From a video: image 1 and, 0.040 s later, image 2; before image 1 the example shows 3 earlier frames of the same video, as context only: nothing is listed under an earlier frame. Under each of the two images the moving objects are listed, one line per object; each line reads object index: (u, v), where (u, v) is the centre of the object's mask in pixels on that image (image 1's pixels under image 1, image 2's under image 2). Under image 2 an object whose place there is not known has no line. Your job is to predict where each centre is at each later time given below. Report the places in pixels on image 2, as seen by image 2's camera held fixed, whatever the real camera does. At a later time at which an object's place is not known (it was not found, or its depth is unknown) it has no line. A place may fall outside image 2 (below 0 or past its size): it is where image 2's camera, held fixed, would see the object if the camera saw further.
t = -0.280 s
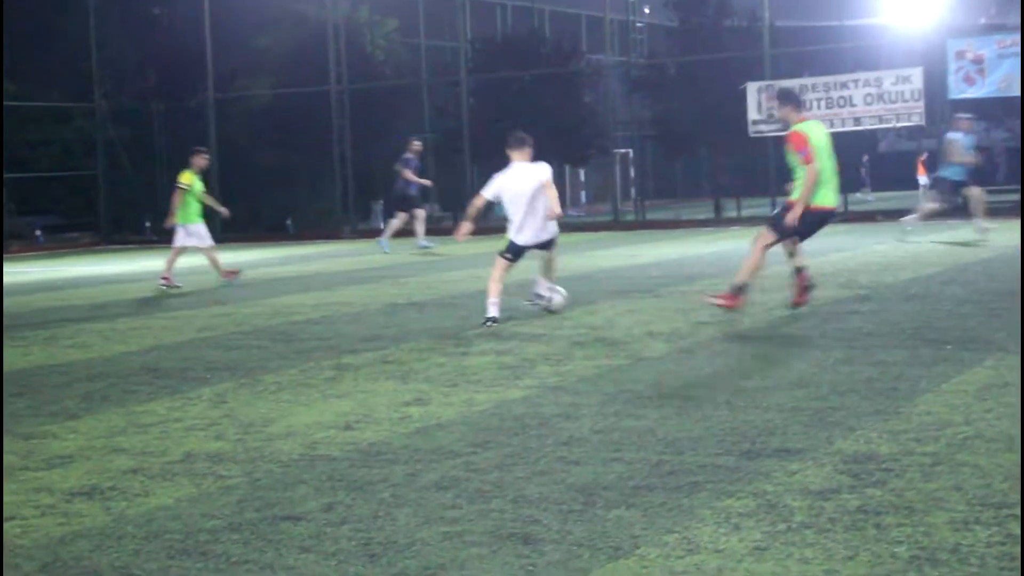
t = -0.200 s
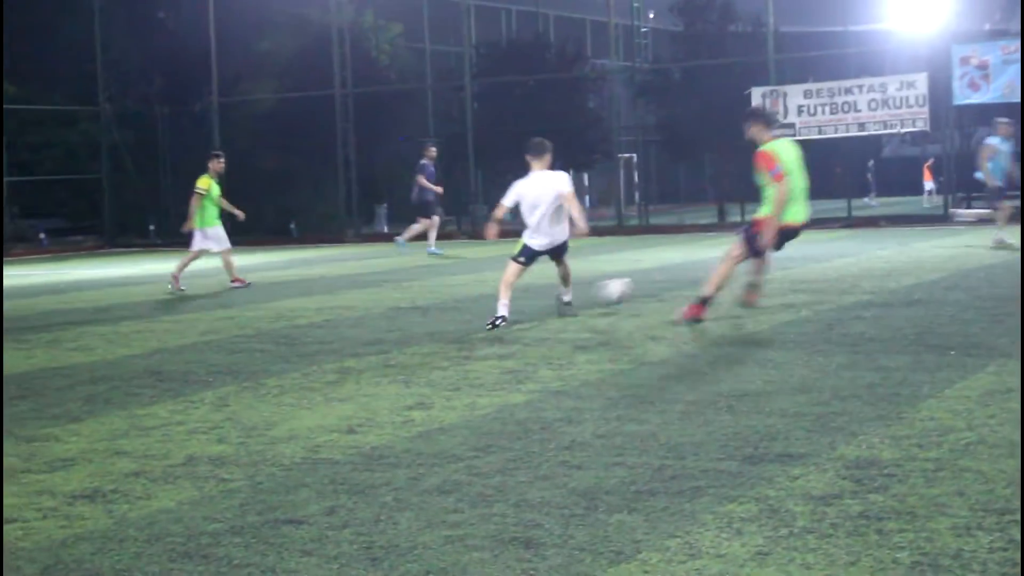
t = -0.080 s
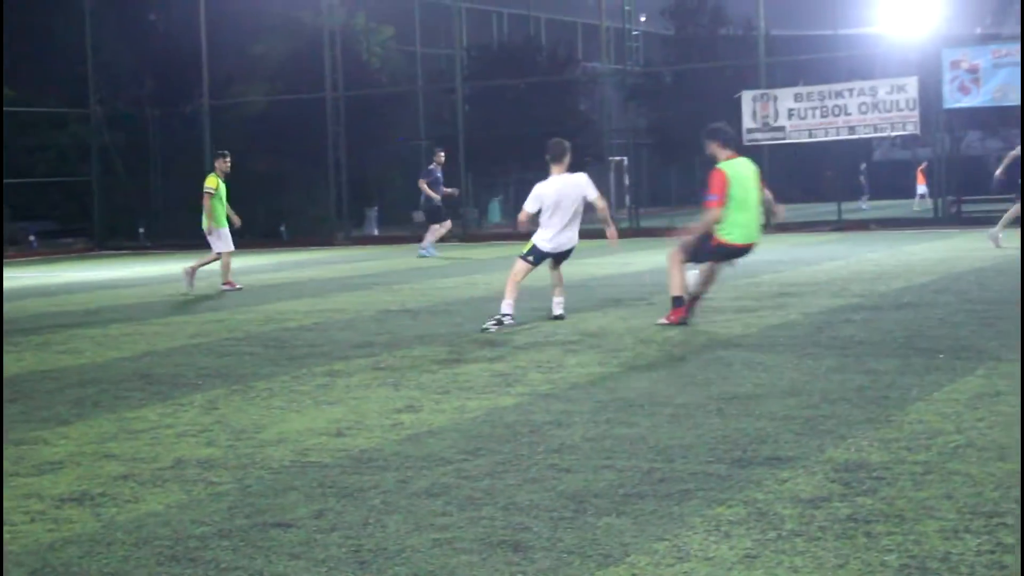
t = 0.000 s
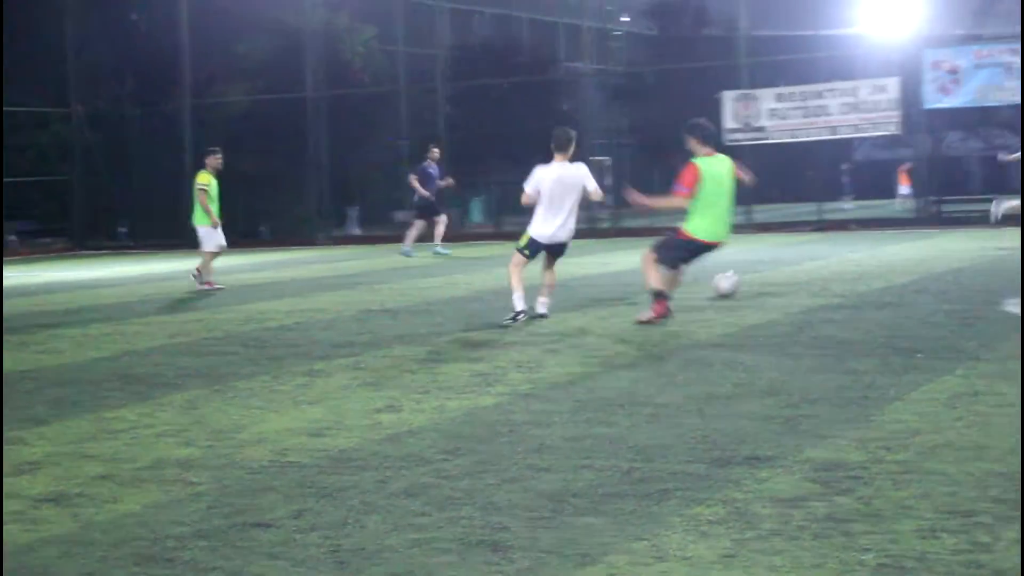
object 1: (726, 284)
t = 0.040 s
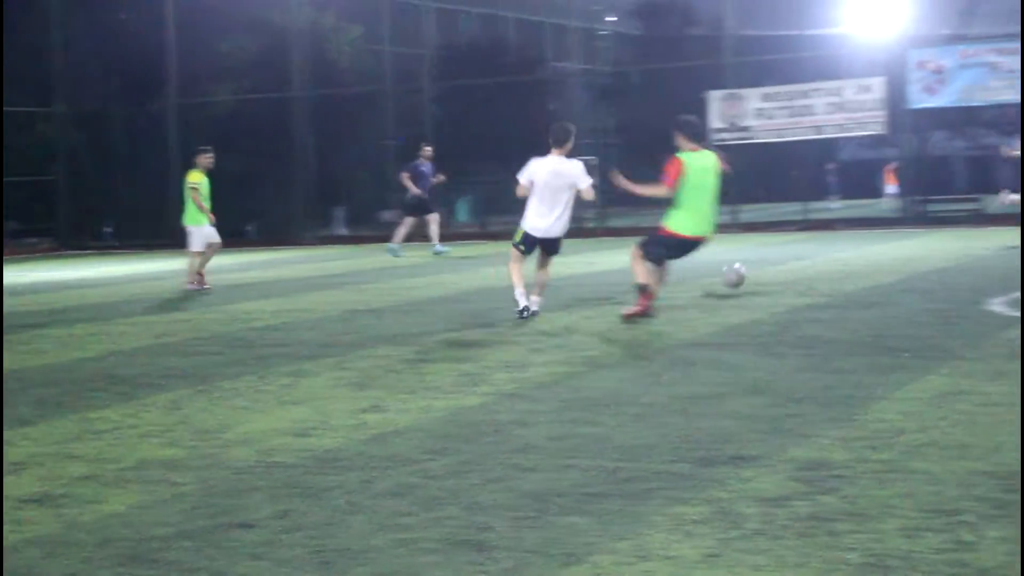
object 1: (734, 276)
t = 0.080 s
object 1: (751, 271)
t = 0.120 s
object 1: (766, 268)
